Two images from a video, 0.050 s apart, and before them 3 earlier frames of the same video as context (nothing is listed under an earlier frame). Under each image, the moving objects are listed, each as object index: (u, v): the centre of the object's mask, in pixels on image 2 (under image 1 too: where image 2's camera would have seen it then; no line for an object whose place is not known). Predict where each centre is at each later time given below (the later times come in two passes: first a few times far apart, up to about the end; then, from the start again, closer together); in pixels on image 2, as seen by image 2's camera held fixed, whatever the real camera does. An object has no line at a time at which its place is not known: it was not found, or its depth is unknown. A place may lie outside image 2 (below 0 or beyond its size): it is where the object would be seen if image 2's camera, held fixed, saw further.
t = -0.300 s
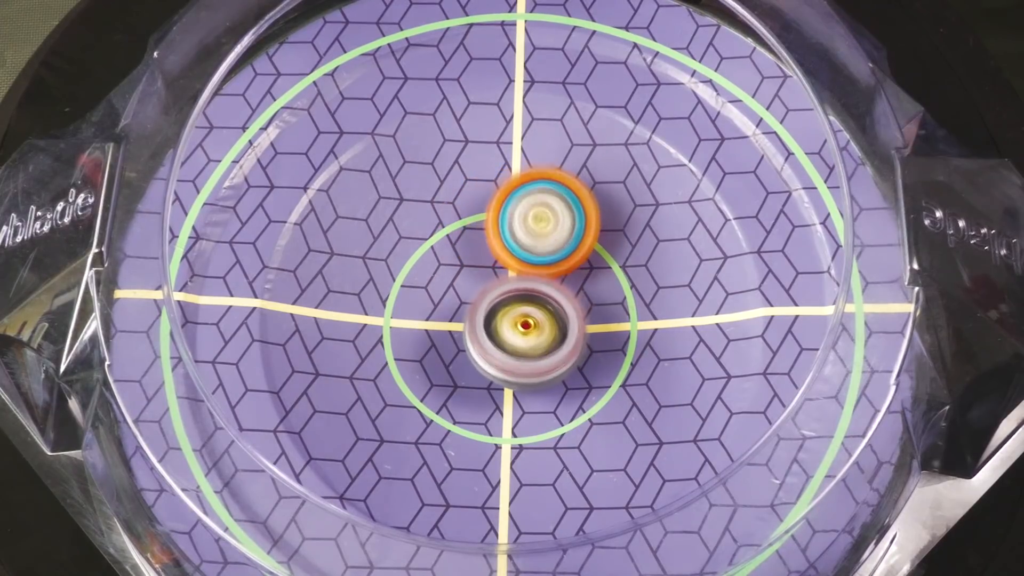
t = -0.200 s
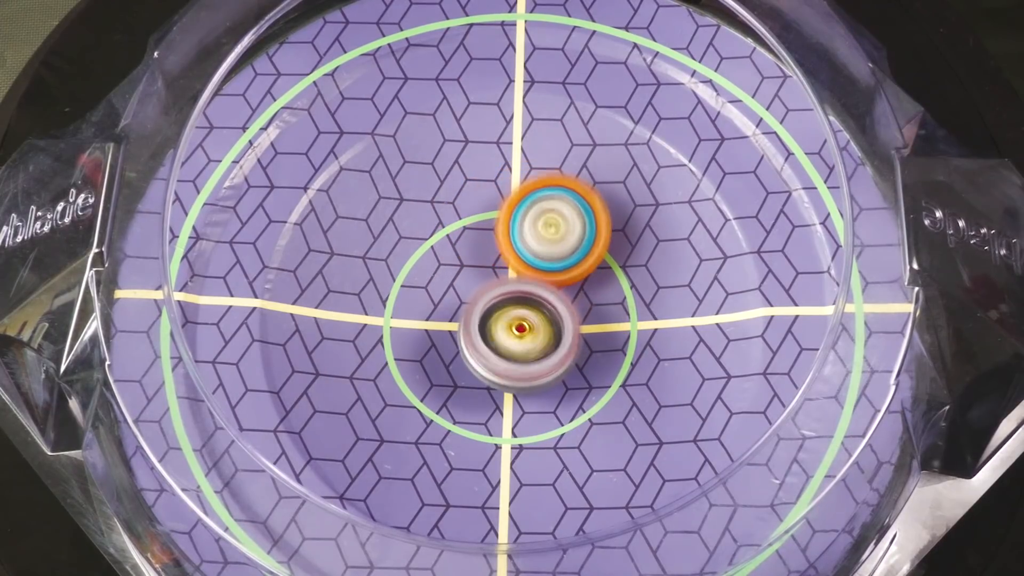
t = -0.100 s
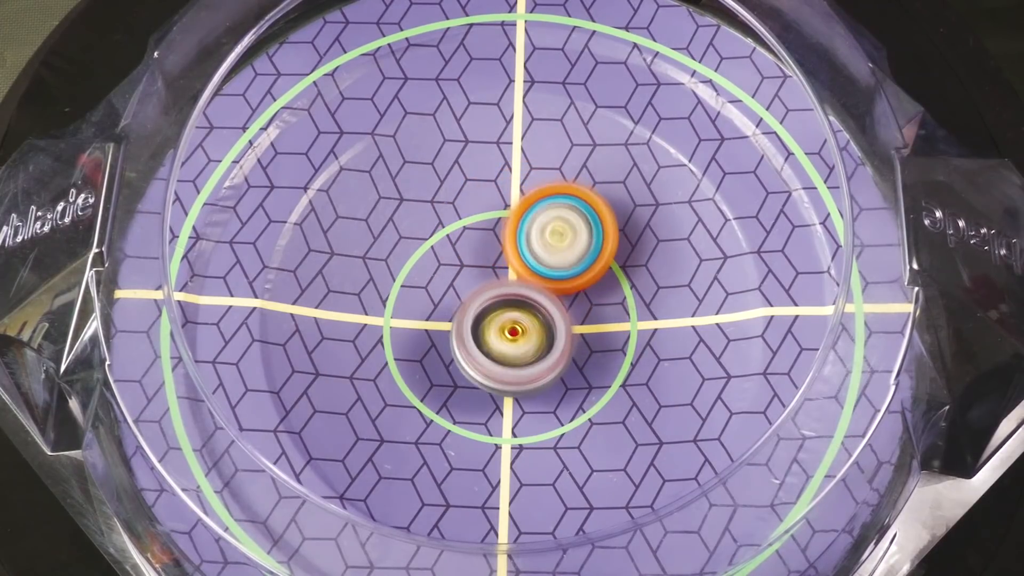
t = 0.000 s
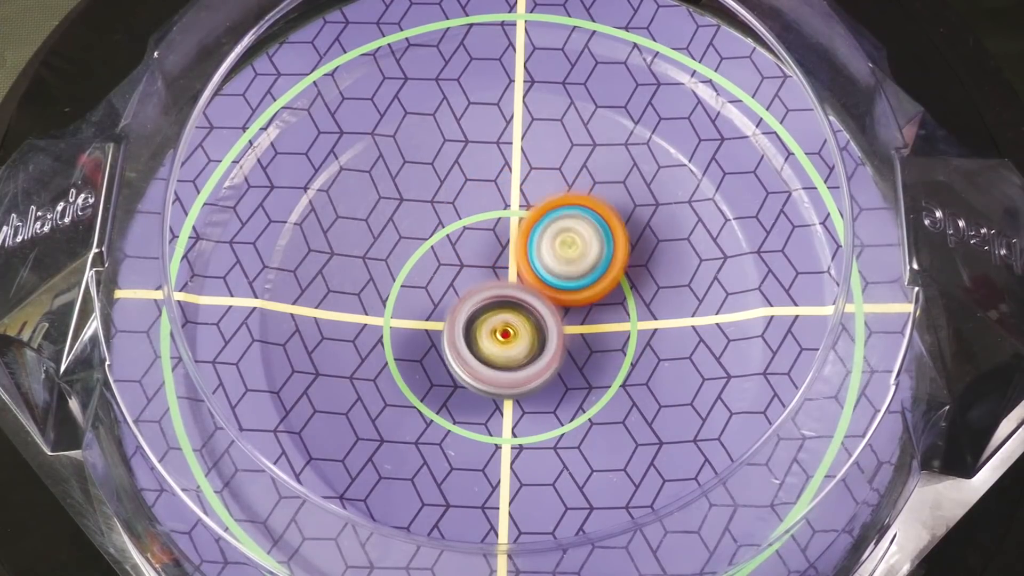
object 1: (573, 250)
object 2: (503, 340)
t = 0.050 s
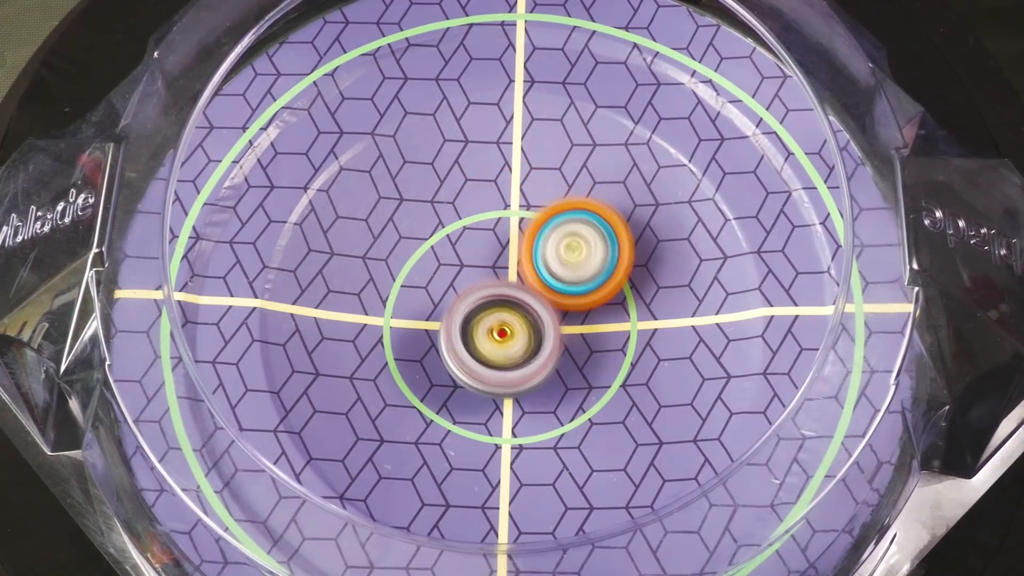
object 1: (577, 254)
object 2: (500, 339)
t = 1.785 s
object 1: (534, 392)
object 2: (517, 276)
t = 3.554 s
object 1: (523, 212)
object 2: (504, 318)
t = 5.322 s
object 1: (328, 353)
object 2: (508, 223)
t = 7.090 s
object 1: (596, 245)
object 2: (328, 278)
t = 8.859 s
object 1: (397, 236)
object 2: (432, 389)
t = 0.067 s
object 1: (578, 255)
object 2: (500, 337)
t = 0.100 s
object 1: (582, 258)
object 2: (498, 337)
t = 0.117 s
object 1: (583, 259)
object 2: (498, 335)
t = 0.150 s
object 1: (587, 262)
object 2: (496, 334)
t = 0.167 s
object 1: (588, 264)
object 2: (495, 333)
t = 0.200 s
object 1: (591, 266)
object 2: (493, 332)
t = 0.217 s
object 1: (592, 268)
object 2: (492, 331)
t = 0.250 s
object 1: (594, 270)
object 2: (491, 331)
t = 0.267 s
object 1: (595, 271)
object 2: (491, 330)
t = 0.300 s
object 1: (596, 275)
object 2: (491, 329)
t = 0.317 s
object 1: (598, 276)
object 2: (490, 328)
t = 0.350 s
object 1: (599, 279)
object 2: (489, 326)
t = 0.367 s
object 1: (600, 281)
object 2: (488, 325)
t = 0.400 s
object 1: (602, 284)
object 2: (487, 324)
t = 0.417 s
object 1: (602, 286)
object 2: (487, 324)
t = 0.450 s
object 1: (603, 289)
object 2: (487, 322)
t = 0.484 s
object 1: (605, 294)
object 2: (486, 321)
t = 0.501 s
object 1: (605, 295)
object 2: (484, 319)
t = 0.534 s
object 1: (606, 298)
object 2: (485, 317)
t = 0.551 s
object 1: (606, 300)
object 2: (483, 316)
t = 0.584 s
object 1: (606, 304)
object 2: (485, 315)
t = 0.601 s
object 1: (607, 306)
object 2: (483, 314)
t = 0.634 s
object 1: (610, 310)
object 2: (481, 313)
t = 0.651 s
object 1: (611, 312)
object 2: (481, 312)
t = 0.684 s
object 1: (611, 314)
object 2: (482, 312)
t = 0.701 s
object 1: (610, 317)
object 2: (484, 311)
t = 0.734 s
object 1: (610, 320)
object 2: (486, 311)
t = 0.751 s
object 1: (609, 322)
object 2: (488, 311)
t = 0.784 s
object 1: (613, 326)
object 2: (486, 309)
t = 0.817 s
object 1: (613, 329)
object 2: (486, 308)
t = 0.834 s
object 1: (613, 330)
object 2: (487, 307)
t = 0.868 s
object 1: (611, 333)
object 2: (489, 306)
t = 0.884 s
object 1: (610, 335)
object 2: (490, 306)
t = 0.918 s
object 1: (609, 339)
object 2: (490, 306)
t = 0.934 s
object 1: (609, 341)
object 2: (490, 304)
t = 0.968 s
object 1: (607, 344)
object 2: (491, 304)
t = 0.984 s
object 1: (607, 346)
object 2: (491, 303)
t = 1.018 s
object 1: (606, 349)
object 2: (491, 301)
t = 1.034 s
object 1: (606, 351)
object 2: (491, 301)
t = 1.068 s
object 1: (602, 354)
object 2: (492, 300)
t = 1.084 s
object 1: (602, 356)
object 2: (493, 300)
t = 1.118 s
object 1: (600, 360)
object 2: (493, 299)
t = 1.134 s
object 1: (599, 361)
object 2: (494, 298)
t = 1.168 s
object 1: (596, 366)
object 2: (495, 298)
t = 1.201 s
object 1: (595, 368)
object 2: (495, 297)
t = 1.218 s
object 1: (594, 370)
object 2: (496, 297)
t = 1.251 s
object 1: (592, 372)
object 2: (496, 297)
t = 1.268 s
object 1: (591, 373)
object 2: (497, 296)
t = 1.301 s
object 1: (589, 375)
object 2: (498, 295)
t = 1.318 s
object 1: (588, 376)
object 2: (498, 294)
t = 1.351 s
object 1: (585, 379)
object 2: (499, 292)
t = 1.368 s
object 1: (585, 380)
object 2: (500, 292)
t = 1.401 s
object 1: (581, 382)
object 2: (501, 291)
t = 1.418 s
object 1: (580, 383)
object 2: (503, 291)
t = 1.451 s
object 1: (576, 385)
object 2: (504, 289)
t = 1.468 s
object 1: (575, 385)
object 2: (504, 288)
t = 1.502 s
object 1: (572, 386)
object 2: (505, 287)
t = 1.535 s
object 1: (568, 388)
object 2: (507, 285)
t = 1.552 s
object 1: (567, 388)
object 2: (507, 284)
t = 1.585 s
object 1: (562, 389)
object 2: (509, 282)
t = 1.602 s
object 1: (560, 390)
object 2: (509, 281)
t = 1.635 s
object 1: (556, 390)
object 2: (510, 281)
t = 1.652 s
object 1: (553, 391)
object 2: (511, 280)
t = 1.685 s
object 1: (549, 391)
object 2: (512, 279)
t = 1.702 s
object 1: (547, 392)
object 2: (513, 278)
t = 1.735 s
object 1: (541, 392)
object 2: (515, 277)
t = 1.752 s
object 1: (539, 392)
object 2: (515, 277)
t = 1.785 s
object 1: (534, 392)
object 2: (517, 276)
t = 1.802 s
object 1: (531, 392)
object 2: (517, 275)
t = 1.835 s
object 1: (525, 392)
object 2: (519, 273)
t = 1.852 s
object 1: (523, 392)
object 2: (520, 273)
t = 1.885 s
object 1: (516, 391)
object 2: (522, 273)
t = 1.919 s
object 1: (510, 390)
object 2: (523, 273)
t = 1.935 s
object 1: (507, 390)
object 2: (524, 272)
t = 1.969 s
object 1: (500, 389)
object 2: (526, 272)
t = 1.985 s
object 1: (498, 387)
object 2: (526, 273)
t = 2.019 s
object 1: (492, 385)
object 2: (528, 273)
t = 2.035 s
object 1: (488, 385)
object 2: (529, 273)
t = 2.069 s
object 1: (481, 382)
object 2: (530, 274)
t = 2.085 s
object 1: (477, 381)
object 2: (531, 273)
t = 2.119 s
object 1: (472, 379)
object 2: (532, 274)
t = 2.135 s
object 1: (468, 378)
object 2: (532, 275)
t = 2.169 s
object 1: (462, 376)
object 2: (535, 276)
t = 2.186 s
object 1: (461, 375)
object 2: (536, 277)
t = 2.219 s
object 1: (455, 371)
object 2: (537, 278)
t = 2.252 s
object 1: (451, 367)
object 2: (537, 280)
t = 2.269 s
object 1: (450, 365)
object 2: (538, 280)
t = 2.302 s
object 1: (446, 361)
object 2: (540, 282)
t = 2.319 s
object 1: (444, 359)
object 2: (540, 282)
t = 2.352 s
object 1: (440, 355)
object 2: (541, 283)
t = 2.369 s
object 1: (438, 352)
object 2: (541, 285)
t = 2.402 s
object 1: (436, 348)
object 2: (541, 286)
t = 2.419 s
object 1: (435, 345)
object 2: (542, 287)
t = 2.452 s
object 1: (432, 341)
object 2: (543, 289)
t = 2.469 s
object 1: (430, 339)
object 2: (543, 290)
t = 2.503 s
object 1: (428, 334)
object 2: (543, 291)
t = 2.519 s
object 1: (427, 331)
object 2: (544, 292)
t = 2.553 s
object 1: (427, 326)
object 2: (543, 294)
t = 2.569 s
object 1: (426, 323)
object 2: (542, 295)
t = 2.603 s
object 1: (424, 318)
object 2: (542, 296)
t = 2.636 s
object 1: (423, 312)
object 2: (542, 298)
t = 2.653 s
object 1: (422, 309)
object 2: (542, 299)
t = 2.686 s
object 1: (421, 303)
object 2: (540, 301)
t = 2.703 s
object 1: (421, 301)
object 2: (540, 302)
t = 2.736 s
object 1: (420, 294)
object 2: (539, 303)
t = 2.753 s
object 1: (420, 292)
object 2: (538, 304)
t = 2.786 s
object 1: (420, 287)
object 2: (538, 306)
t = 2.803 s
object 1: (420, 284)
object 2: (537, 307)
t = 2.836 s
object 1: (421, 278)
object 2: (535, 309)
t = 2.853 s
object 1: (421, 276)
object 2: (535, 309)
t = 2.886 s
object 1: (423, 271)
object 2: (533, 310)
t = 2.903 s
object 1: (425, 269)
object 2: (532, 311)
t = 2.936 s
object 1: (426, 264)
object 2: (531, 312)
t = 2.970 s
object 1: (429, 259)
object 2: (529, 313)
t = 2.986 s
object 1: (431, 256)
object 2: (529, 314)
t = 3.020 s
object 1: (434, 251)
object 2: (528, 316)
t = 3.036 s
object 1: (435, 248)
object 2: (527, 317)
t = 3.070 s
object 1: (438, 244)
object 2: (525, 318)
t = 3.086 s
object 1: (440, 241)
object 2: (524, 319)
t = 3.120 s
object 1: (444, 237)
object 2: (522, 319)
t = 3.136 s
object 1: (447, 235)
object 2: (521, 319)
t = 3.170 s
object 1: (452, 232)
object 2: (520, 319)
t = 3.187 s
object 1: (455, 230)
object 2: (518, 319)
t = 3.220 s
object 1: (461, 226)
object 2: (517, 320)
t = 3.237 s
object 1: (463, 224)
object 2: (516, 320)
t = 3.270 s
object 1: (469, 221)
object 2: (514, 320)
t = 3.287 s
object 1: (472, 220)
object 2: (513, 320)
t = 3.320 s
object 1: (478, 218)
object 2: (512, 319)
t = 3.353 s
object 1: (484, 216)
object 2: (511, 319)
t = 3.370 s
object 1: (488, 216)
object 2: (511, 319)
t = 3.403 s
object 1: (494, 214)
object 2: (510, 320)
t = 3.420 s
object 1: (497, 213)
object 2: (509, 319)
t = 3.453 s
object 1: (503, 213)
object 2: (508, 319)
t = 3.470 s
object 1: (506, 213)
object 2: (507, 319)
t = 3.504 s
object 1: (512, 213)
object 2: (506, 319)
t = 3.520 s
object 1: (516, 213)
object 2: (505, 318)
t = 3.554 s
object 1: (523, 212)
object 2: (504, 318)
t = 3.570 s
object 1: (526, 212)
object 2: (503, 318)
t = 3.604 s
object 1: (532, 213)
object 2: (502, 317)
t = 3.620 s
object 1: (534, 213)
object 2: (502, 317)
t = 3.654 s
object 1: (540, 214)
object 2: (501, 316)
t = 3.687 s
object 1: (546, 216)
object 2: (500, 315)
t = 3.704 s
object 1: (549, 217)
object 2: (499, 315)
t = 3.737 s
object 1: (555, 220)
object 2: (499, 314)
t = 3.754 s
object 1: (558, 221)
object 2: (499, 314)
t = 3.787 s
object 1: (564, 223)
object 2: (498, 314)
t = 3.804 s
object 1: (567, 225)
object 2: (497, 313)
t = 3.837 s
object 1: (572, 227)
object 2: (496, 312)
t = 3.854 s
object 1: (575, 229)
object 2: (497, 312)
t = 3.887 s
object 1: (579, 232)
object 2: (496, 311)
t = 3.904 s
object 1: (581, 233)
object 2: (495, 310)
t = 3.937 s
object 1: (586, 237)
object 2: (496, 309)
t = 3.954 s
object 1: (588, 240)
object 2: (496, 309)
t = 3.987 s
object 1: (592, 244)
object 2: (495, 309)
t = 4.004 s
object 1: (594, 246)
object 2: (495, 308)
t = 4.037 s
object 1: (597, 251)
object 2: (495, 307)
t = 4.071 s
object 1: (601, 255)
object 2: (494, 306)
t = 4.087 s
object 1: (602, 257)
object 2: (495, 306)
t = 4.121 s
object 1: (605, 262)
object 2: (495, 306)
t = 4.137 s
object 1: (606, 265)
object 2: (494, 305)
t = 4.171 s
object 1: (609, 270)
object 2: (494, 304)
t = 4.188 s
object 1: (610, 272)
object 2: (494, 305)
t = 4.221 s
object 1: (612, 278)
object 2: (494, 304)
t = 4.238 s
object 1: (613, 282)
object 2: (494, 303)
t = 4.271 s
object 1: (614, 287)
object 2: (494, 303)
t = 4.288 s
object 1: (615, 291)
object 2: (494, 303)
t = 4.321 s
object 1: (616, 296)
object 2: (494, 301)
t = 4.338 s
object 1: (616, 299)
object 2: (494, 301)
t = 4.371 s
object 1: (616, 305)
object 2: (493, 301)
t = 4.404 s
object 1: (616, 311)
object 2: (494, 300)
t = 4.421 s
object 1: (616, 315)
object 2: (494, 301)
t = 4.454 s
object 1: (615, 320)
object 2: (495, 300)
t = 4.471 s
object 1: (615, 323)
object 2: (494, 300)
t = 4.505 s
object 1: (614, 328)
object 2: (494, 299)
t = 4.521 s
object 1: (613, 331)
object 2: (494, 299)
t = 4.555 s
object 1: (611, 336)
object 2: (494, 298)
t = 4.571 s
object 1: (610, 338)
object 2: (494, 298)
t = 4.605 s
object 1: (607, 344)
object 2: (493, 297)
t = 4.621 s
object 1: (606, 346)
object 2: (494, 296)
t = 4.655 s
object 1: (602, 352)
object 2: (494, 296)
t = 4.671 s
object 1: (601, 354)
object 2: (493, 296)
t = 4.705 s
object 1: (597, 358)
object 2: (493, 295)
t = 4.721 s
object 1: (594, 360)
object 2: (493, 293)
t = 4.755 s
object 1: (589, 364)
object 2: (493, 291)
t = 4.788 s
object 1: (583, 367)
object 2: (492, 289)
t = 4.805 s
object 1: (581, 369)
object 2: (492, 287)
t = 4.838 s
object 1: (574, 372)
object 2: (492, 284)
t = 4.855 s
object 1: (570, 371)
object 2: (491, 284)
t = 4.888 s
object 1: (563, 372)
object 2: (490, 281)
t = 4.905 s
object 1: (560, 373)
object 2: (490, 279)
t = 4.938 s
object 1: (548, 373)
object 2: (489, 274)
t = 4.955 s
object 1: (541, 372)
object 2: (490, 273)
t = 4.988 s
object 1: (525, 371)
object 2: (492, 268)
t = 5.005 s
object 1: (516, 371)
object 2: (492, 263)
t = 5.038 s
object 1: (492, 368)
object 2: (494, 254)
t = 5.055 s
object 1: (478, 366)
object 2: (496, 249)
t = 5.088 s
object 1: (453, 361)
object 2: (499, 240)
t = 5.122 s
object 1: (427, 357)
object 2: (500, 232)
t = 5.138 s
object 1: (415, 355)
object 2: (501, 229)
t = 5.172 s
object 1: (394, 352)
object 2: (503, 224)
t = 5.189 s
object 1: (384, 351)
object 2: (503, 221)
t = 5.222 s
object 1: (366, 350)
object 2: (505, 219)
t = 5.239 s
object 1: (357, 350)
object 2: (506, 219)
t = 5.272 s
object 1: (344, 351)
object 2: (507, 219)
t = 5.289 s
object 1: (339, 351)
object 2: (507, 221)
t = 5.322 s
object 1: (328, 353)
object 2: (508, 223)
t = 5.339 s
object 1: (324, 355)
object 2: (508, 223)
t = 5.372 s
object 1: (320, 358)
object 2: (509, 226)
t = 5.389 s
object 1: (318, 358)
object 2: (511, 228)
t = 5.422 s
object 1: (317, 361)
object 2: (511, 232)
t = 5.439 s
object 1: (318, 361)
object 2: (511, 235)
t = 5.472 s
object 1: (319, 362)
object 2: (513, 240)
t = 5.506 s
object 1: (321, 362)
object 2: (514, 245)
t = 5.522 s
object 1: (322, 362)
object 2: (514, 247)
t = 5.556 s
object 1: (326, 362)
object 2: (515, 251)
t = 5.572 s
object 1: (326, 361)
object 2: (517, 254)
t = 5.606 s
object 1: (330, 360)
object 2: (521, 259)
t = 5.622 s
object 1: (333, 359)
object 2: (523, 262)
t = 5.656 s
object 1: (337, 357)
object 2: (529, 269)
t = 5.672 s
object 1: (341, 356)
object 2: (531, 272)
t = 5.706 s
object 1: (347, 354)
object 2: (538, 279)
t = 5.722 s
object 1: (350, 352)
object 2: (542, 283)
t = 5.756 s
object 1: (357, 349)
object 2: (546, 290)
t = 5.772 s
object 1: (360, 347)
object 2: (547, 294)
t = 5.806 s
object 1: (367, 344)
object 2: (551, 301)
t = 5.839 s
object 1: (376, 342)
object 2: (553, 307)
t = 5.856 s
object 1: (382, 341)
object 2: (554, 310)
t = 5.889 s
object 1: (392, 338)
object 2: (554, 316)
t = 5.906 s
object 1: (397, 337)
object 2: (555, 318)
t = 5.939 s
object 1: (407, 334)
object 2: (554, 324)
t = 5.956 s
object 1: (412, 332)
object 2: (555, 328)
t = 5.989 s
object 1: (424, 330)
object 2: (553, 333)
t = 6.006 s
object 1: (431, 328)
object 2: (552, 335)
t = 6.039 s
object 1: (439, 325)
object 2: (551, 339)
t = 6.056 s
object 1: (438, 319)
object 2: (561, 349)
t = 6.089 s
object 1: (429, 297)
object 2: (587, 365)
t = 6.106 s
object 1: (428, 289)
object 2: (601, 372)
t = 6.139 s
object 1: (430, 274)
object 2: (622, 386)
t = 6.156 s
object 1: (432, 268)
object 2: (629, 392)
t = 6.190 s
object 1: (438, 259)
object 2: (644, 406)
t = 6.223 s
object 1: (446, 254)
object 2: (656, 415)
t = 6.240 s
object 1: (450, 253)
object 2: (659, 420)
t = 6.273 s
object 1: (458, 252)
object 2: (663, 425)
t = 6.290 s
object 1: (462, 251)
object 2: (664, 426)
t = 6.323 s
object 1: (474, 250)
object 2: (663, 427)
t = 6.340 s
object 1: (480, 249)
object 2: (663, 426)
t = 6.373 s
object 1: (494, 249)
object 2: (660, 424)
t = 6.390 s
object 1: (503, 248)
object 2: (658, 423)
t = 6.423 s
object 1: (518, 246)
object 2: (653, 419)
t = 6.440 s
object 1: (528, 245)
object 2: (649, 417)
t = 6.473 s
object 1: (544, 241)
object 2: (641, 410)
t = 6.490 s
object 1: (553, 239)
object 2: (638, 407)
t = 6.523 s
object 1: (569, 234)
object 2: (628, 401)
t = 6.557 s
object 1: (581, 229)
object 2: (617, 394)
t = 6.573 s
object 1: (589, 226)
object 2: (613, 390)
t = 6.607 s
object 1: (598, 220)
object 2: (602, 383)
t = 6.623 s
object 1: (603, 218)
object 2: (596, 377)
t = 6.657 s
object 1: (607, 214)
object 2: (580, 366)
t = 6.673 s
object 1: (608, 213)
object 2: (572, 360)
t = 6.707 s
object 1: (608, 211)
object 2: (552, 350)
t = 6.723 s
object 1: (609, 212)
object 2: (540, 345)
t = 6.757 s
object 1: (609, 211)
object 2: (515, 332)
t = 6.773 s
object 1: (609, 212)
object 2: (502, 327)
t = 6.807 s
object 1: (610, 213)
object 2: (476, 318)
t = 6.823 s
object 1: (609, 215)
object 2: (464, 316)
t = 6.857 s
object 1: (609, 217)
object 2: (439, 308)
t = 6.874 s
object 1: (608, 218)
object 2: (426, 305)
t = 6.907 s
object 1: (608, 221)
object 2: (403, 300)
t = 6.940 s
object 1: (607, 223)
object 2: (381, 296)
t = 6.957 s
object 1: (607, 226)
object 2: (372, 294)
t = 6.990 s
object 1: (605, 230)
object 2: (356, 289)
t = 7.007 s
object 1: (604, 232)
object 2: (349, 287)
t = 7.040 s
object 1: (601, 237)
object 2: (336, 281)
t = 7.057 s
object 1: (599, 240)
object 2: (332, 281)
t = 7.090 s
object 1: (596, 245)
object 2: (328, 278)
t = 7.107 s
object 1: (593, 248)
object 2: (327, 277)
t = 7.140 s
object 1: (589, 254)
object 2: (328, 276)
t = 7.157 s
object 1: (586, 256)
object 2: (329, 277)
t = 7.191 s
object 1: (581, 262)
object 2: (333, 276)
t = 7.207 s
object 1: (577, 265)
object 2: (335, 277)
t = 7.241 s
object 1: (572, 271)
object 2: (344, 280)
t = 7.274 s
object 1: (563, 279)
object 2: (352, 280)
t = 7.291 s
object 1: (558, 283)
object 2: (356, 282)
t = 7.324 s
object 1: (547, 293)
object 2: (367, 285)
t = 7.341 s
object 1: (540, 300)
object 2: (372, 285)
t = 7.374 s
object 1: (525, 317)
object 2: (384, 288)
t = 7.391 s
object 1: (518, 326)
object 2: (390, 289)
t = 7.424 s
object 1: (505, 345)
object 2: (405, 290)
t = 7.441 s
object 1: (504, 362)
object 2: (407, 287)
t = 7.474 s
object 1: (511, 396)
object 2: (408, 266)
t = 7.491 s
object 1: (516, 414)
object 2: (410, 258)
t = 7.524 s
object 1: (525, 441)
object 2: (417, 247)
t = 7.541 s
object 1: (531, 453)
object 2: (423, 245)
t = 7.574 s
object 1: (540, 475)
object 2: (436, 239)
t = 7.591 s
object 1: (547, 482)
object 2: (442, 237)
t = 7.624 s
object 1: (556, 492)
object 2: (458, 235)
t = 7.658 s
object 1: (562, 503)
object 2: (475, 233)
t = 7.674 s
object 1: (566, 503)
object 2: (485, 234)
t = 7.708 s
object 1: (570, 504)
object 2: (505, 234)
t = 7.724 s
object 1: (568, 496)
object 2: (512, 234)
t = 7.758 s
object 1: (570, 495)
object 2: (533, 236)
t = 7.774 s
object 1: (569, 495)
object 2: (541, 235)
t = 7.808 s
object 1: (569, 493)
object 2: (559, 236)
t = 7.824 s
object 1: (569, 492)
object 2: (569, 235)
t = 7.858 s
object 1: (567, 490)
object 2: (585, 235)
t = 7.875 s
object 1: (568, 487)
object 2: (594, 235)
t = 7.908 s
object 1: (565, 482)
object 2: (609, 235)
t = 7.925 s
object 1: (563, 480)
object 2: (616, 236)
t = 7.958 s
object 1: (561, 471)
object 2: (630, 238)
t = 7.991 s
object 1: (559, 464)
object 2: (641, 241)
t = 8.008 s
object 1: (557, 460)
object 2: (645, 242)
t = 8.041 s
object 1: (555, 450)
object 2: (651, 248)
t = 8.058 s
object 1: (554, 445)
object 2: (654, 249)
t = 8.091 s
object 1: (550, 432)
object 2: (656, 255)
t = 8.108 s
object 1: (548, 424)
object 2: (657, 257)
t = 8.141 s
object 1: (543, 404)
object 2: (655, 263)
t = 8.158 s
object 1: (540, 394)
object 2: (654, 265)
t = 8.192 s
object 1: (533, 369)
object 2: (648, 270)
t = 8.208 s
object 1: (530, 358)
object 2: (645, 273)
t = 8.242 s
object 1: (517, 332)
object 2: (637, 277)
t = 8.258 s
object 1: (510, 318)
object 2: (633, 280)
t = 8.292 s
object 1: (493, 295)
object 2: (622, 286)
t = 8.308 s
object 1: (481, 283)
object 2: (617, 290)
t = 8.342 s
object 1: (460, 264)
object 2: (605, 298)
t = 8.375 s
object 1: (439, 249)
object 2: (591, 308)
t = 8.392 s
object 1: (427, 243)
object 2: (584, 312)
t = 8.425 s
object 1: (406, 232)
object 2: (570, 322)
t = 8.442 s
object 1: (399, 229)
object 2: (562, 327)
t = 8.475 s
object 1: (384, 224)
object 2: (544, 338)
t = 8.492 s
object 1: (380, 222)
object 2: (534, 344)
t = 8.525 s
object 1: (373, 221)
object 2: (518, 355)
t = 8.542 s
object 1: (371, 220)
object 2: (510, 361)
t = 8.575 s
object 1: (372, 221)
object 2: (493, 373)
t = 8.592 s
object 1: (372, 223)
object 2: (486, 377)
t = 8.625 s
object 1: (373, 224)
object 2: (473, 387)
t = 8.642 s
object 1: (375, 224)
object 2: (467, 391)
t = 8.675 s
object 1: (377, 225)
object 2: (456, 397)
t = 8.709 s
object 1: (380, 227)
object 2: (446, 400)
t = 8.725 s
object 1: (380, 227)
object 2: (442, 402)
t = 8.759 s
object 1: (384, 229)
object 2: (435, 401)
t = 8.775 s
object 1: (385, 230)
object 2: (433, 400)
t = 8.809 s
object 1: (389, 232)
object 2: (431, 397)
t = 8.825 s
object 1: (393, 233)
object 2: (431, 395)
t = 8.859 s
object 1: (397, 236)
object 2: (432, 389)
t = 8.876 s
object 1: (400, 238)
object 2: (434, 385)
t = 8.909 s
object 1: (406, 242)
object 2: (436, 379)
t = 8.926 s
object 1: (409, 245)
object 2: (438, 373)
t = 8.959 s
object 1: (416, 250)
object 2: (442, 364)
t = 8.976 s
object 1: (423, 253)
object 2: (444, 358)
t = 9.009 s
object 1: (437, 252)
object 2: (445, 361)
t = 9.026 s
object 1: (448, 247)
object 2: (447, 367)
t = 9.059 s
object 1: (469, 245)
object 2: (452, 371)
